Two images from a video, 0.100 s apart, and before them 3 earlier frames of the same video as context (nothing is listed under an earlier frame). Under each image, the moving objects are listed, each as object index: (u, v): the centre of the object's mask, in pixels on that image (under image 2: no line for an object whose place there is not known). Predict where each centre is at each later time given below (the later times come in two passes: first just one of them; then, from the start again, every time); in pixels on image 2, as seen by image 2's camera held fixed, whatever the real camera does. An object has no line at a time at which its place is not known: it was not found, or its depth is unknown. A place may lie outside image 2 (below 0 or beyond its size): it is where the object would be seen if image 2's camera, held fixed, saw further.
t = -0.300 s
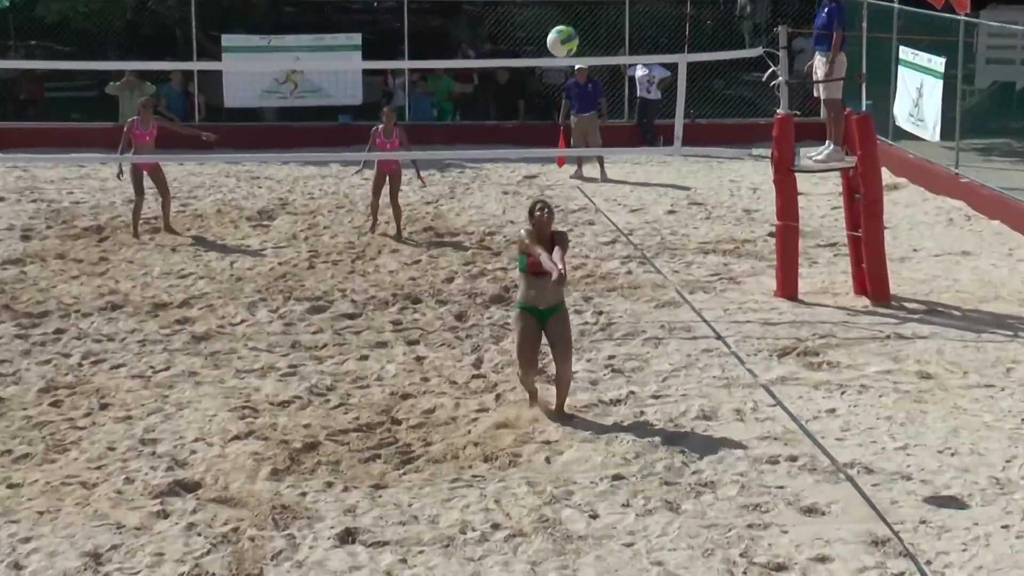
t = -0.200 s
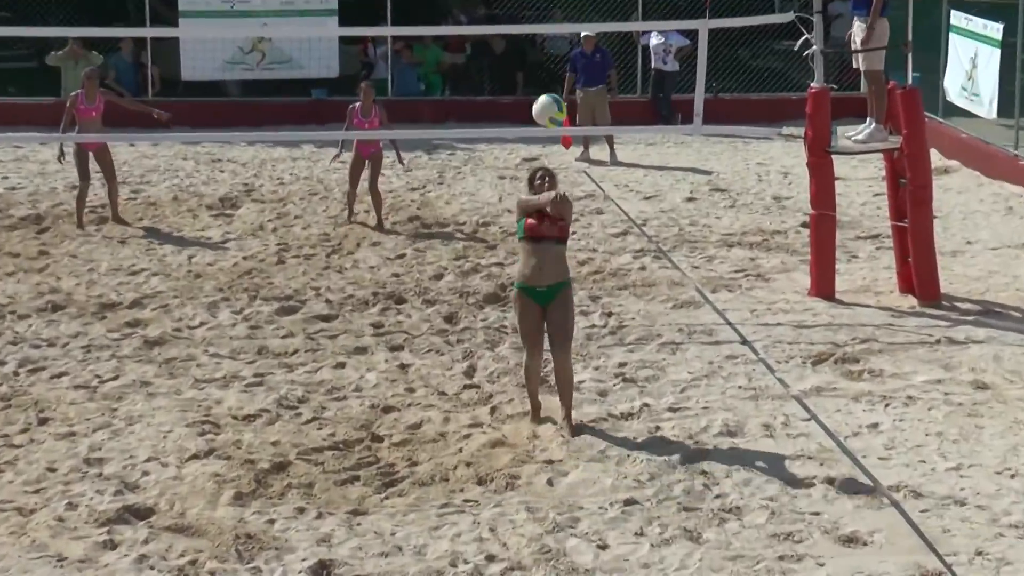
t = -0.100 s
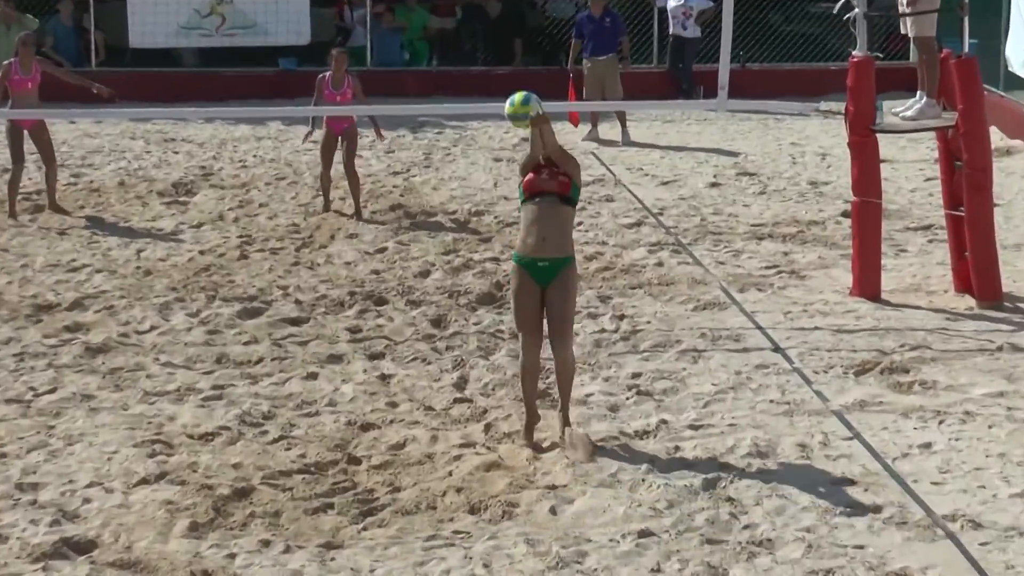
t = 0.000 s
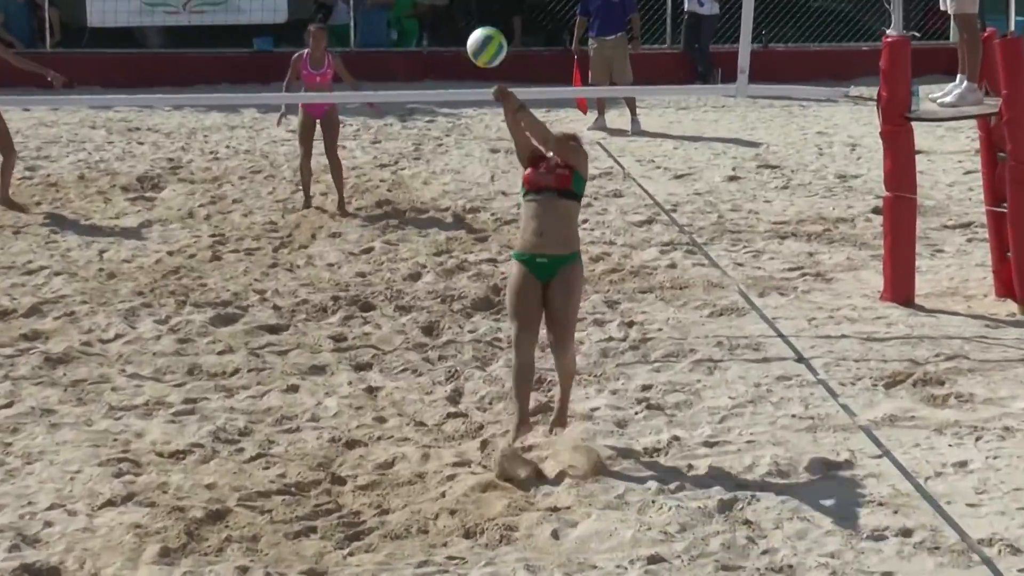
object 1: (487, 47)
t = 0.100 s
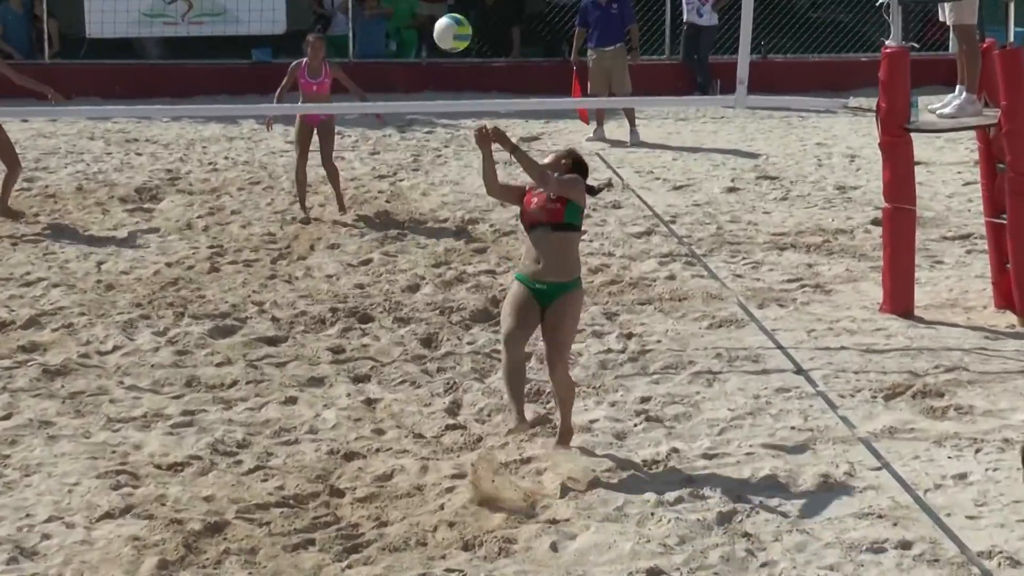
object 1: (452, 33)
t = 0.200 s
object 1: (422, 32)
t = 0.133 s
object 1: (442, 29)
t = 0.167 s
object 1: (431, 29)
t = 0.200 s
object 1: (422, 32)
